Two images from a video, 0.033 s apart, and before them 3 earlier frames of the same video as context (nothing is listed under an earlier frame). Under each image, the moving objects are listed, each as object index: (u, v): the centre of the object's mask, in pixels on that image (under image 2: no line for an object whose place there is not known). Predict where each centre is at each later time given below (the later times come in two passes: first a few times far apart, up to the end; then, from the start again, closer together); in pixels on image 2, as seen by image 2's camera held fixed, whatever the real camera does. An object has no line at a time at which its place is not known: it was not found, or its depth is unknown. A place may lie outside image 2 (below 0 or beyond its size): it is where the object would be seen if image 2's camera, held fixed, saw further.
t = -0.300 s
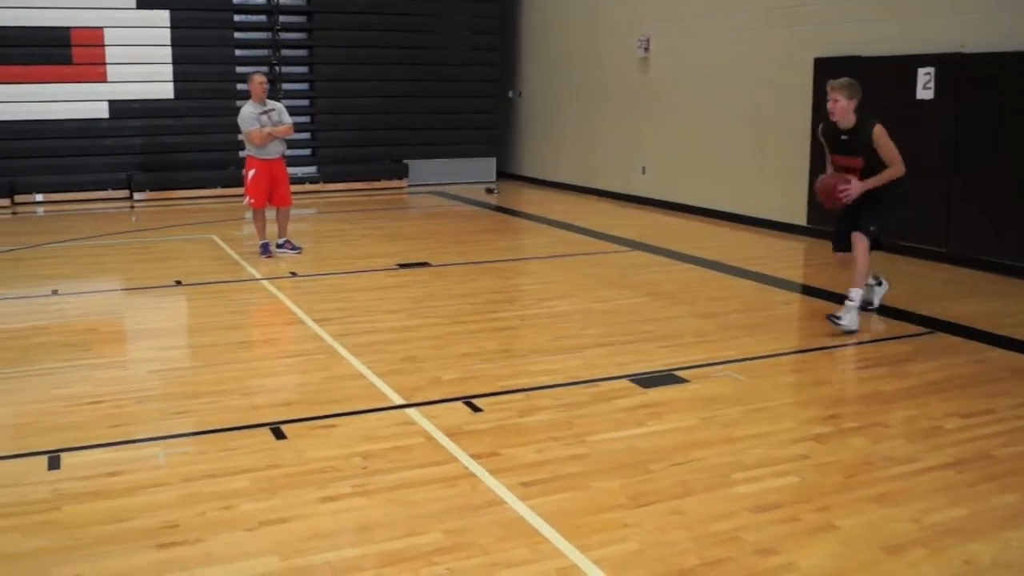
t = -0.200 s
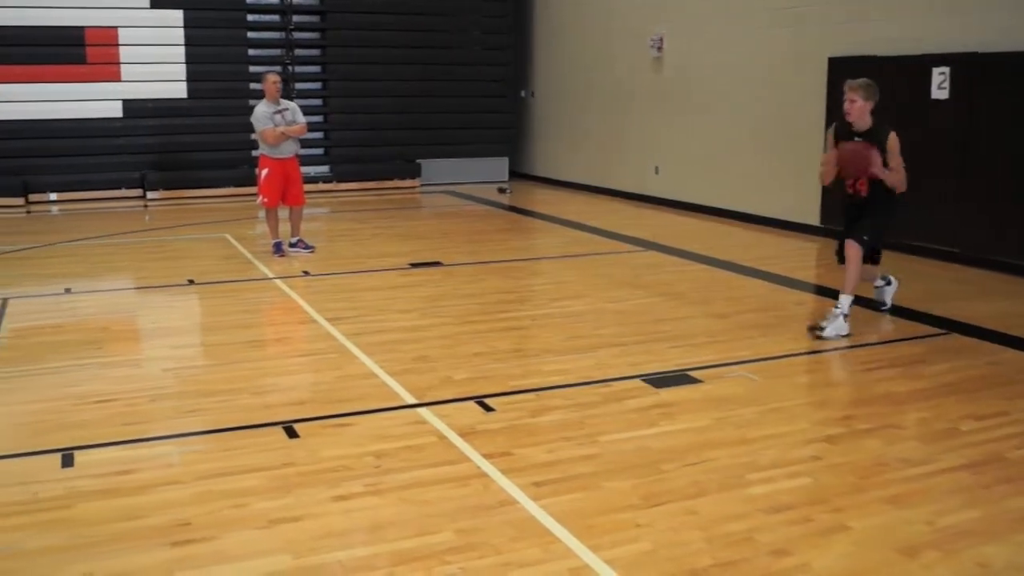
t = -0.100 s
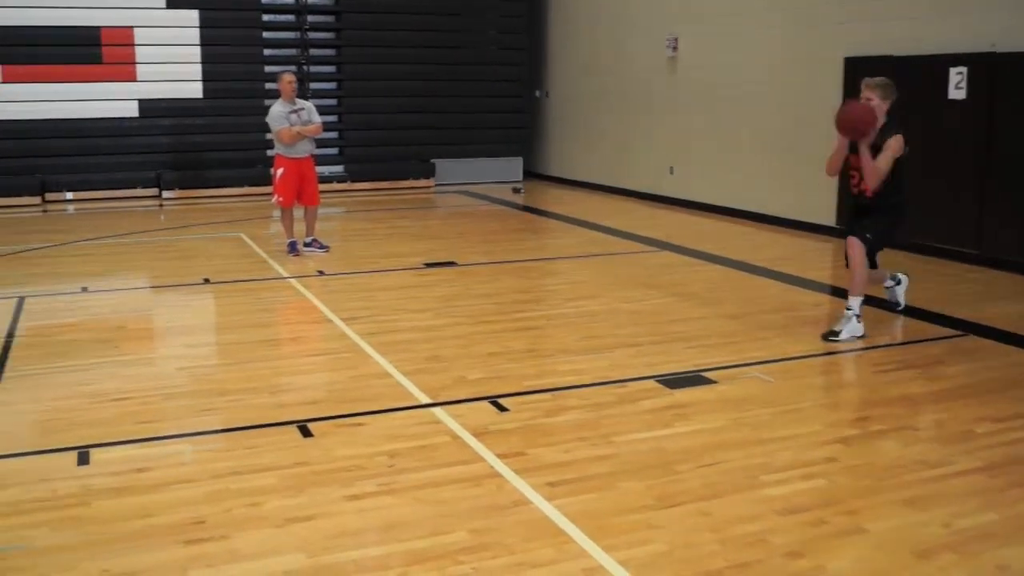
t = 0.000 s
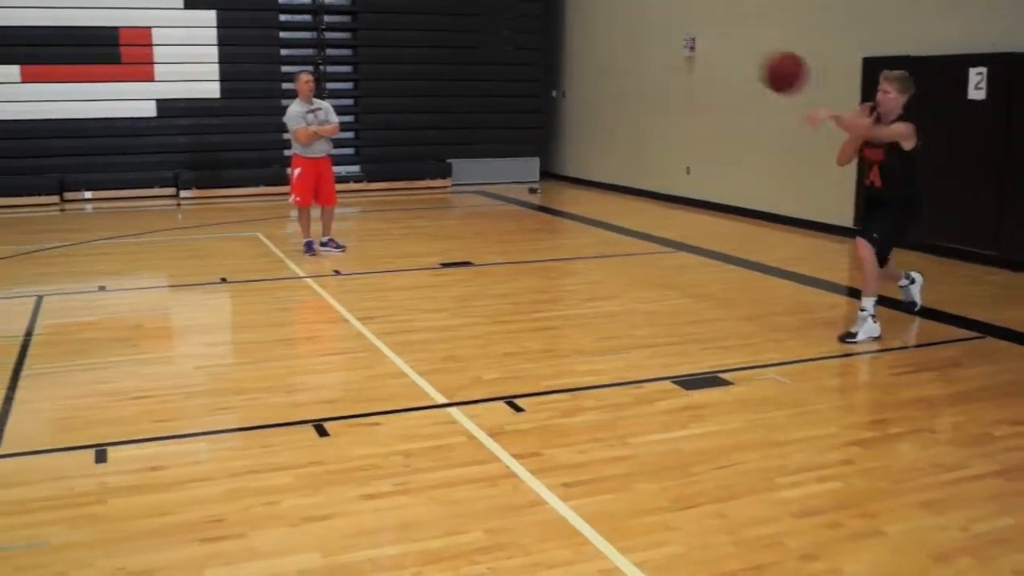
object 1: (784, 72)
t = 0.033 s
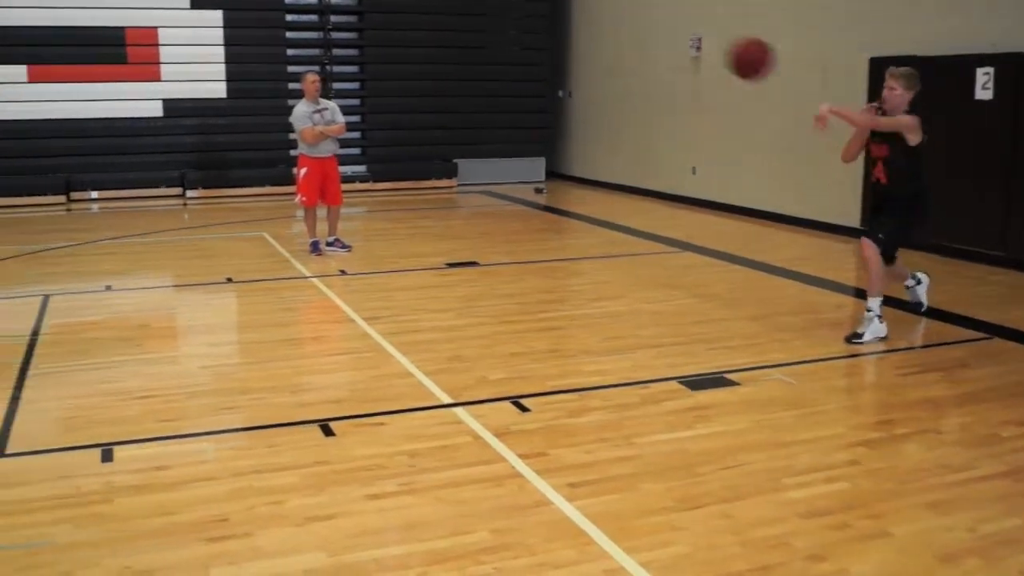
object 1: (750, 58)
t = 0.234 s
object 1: (480, 19)
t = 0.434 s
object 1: (162, 52)
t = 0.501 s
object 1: (51, 82)
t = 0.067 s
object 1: (708, 47)
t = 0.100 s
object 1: (666, 37)
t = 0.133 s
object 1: (621, 28)
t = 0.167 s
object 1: (576, 21)
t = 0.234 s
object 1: (480, 19)
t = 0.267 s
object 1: (430, 18)
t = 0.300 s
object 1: (382, 19)
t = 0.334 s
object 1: (328, 21)
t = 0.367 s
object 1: (271, 27)
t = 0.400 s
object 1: (221, 37)
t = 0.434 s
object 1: (162, 52)
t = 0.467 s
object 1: (108, 64)
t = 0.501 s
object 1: (51, 82)
